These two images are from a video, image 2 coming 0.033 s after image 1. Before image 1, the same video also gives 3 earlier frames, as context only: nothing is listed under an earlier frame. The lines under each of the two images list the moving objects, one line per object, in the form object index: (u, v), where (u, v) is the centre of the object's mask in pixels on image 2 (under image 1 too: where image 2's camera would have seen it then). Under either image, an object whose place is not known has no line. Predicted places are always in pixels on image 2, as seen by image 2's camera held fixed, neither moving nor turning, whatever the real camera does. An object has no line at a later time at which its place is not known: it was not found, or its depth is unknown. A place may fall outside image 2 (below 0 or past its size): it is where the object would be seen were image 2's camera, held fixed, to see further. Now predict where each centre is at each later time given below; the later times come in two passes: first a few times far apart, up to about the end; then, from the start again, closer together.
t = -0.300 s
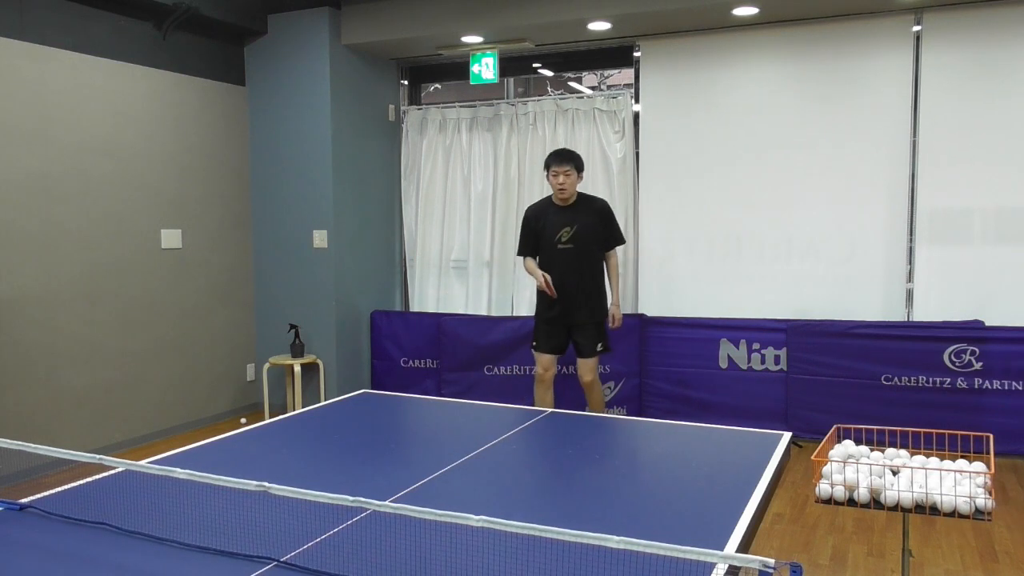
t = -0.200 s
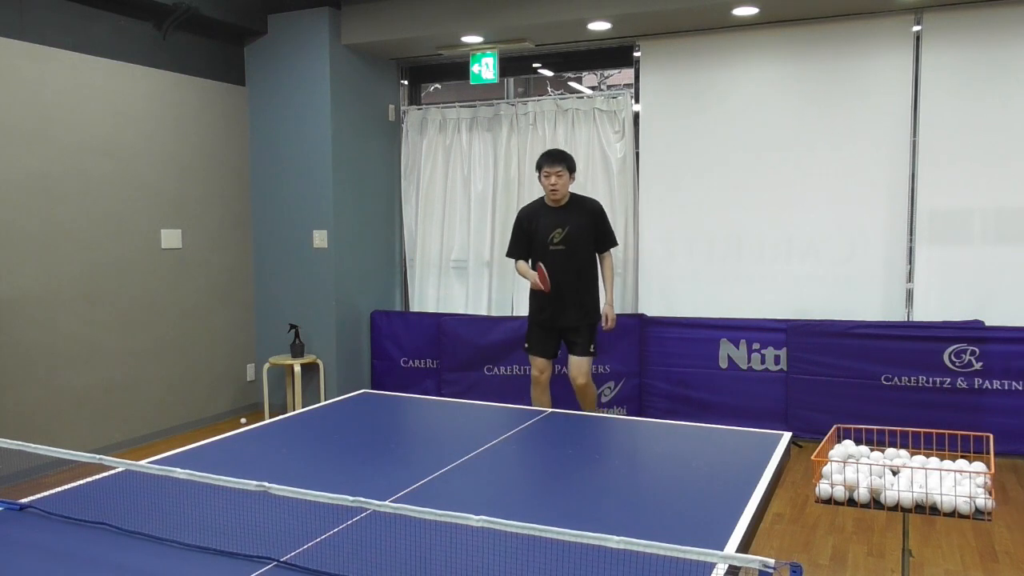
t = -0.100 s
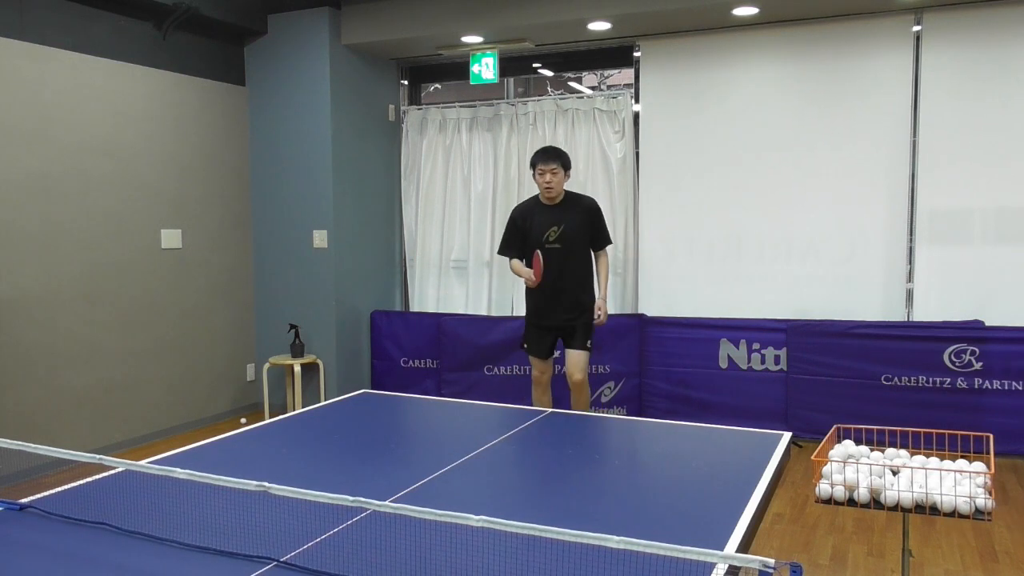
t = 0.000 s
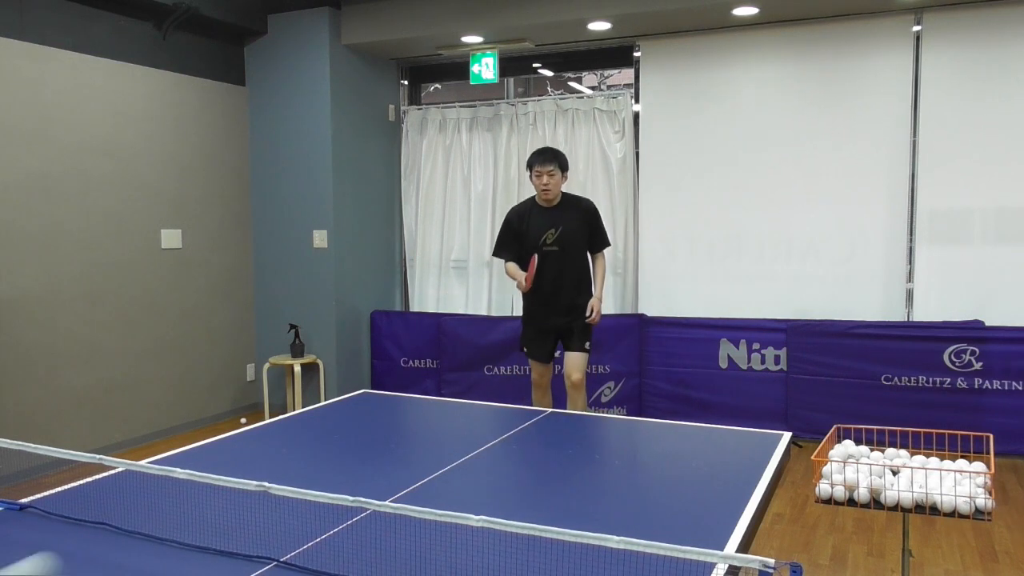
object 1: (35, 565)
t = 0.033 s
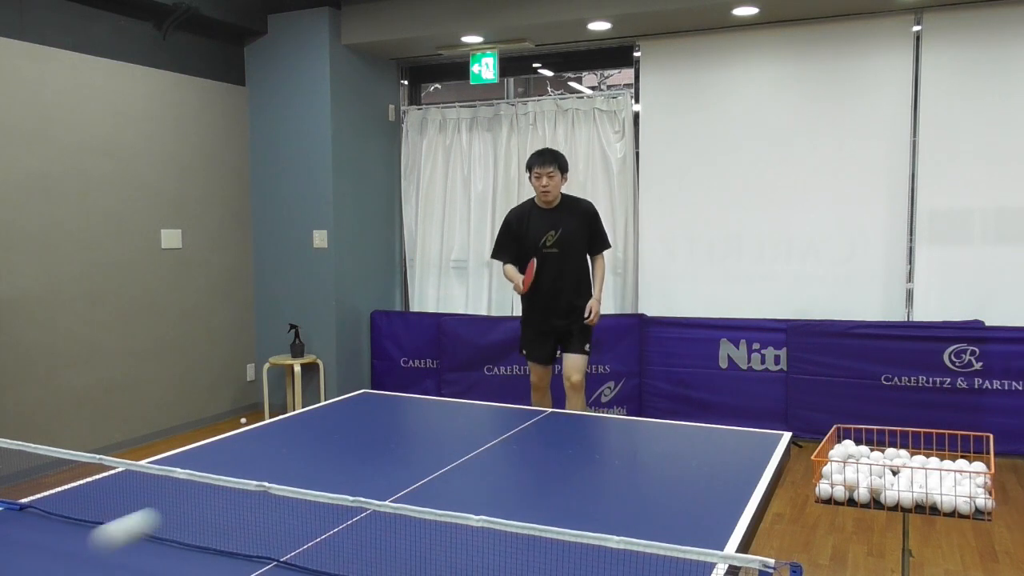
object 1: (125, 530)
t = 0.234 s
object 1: (340, 423)
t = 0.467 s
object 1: (411, 378)
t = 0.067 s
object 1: (204, 499)
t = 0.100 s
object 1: (263, 478)
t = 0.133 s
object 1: (288, 458)
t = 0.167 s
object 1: (308, 439)
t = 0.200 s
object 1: (325, 428)
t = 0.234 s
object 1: (340, 423)
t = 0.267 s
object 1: (354, 422)
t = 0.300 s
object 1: (367, 425)
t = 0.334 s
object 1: (378, 432)
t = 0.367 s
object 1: (388, 428)
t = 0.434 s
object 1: (404, 388)
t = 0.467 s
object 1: (411, 378)
